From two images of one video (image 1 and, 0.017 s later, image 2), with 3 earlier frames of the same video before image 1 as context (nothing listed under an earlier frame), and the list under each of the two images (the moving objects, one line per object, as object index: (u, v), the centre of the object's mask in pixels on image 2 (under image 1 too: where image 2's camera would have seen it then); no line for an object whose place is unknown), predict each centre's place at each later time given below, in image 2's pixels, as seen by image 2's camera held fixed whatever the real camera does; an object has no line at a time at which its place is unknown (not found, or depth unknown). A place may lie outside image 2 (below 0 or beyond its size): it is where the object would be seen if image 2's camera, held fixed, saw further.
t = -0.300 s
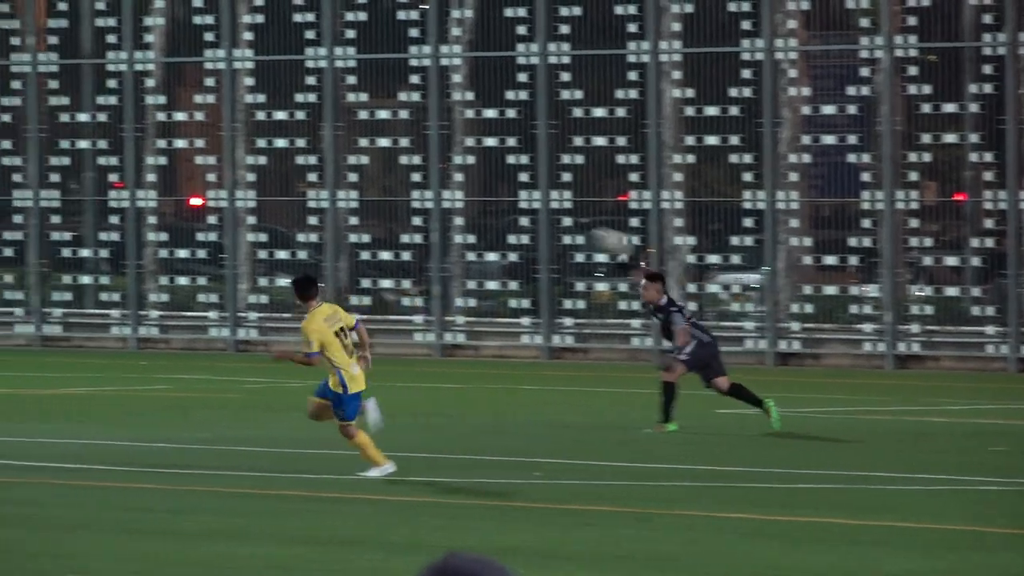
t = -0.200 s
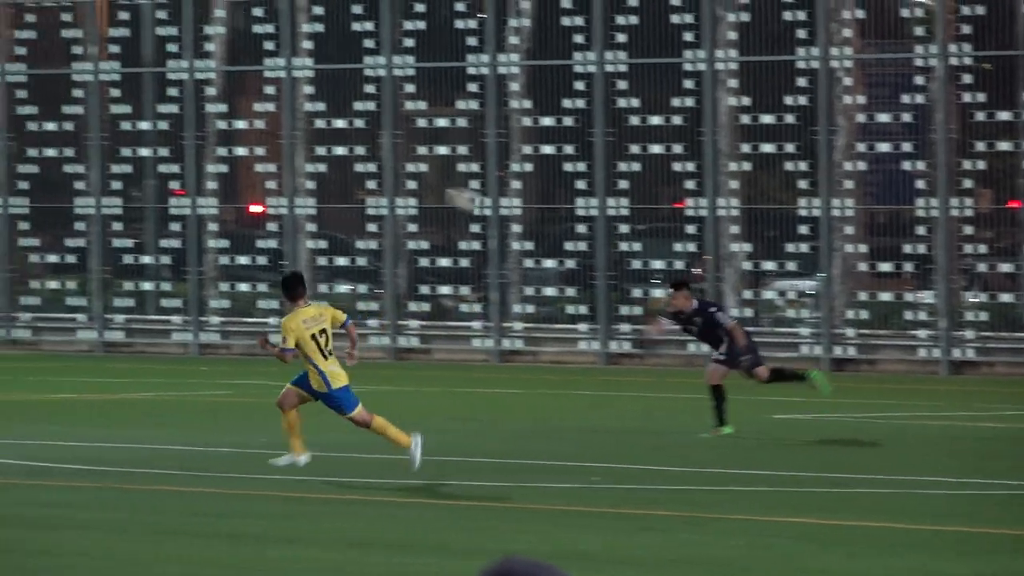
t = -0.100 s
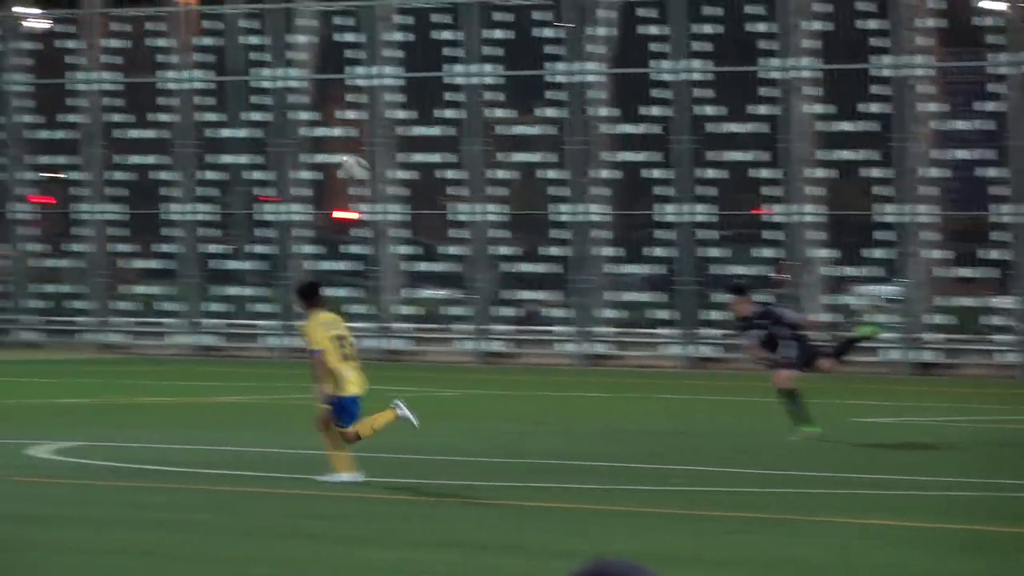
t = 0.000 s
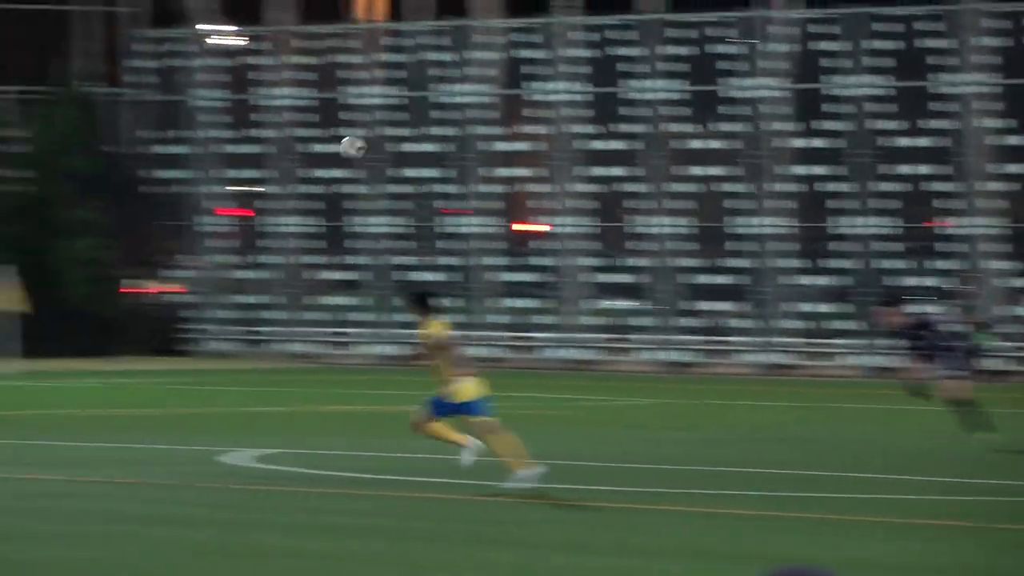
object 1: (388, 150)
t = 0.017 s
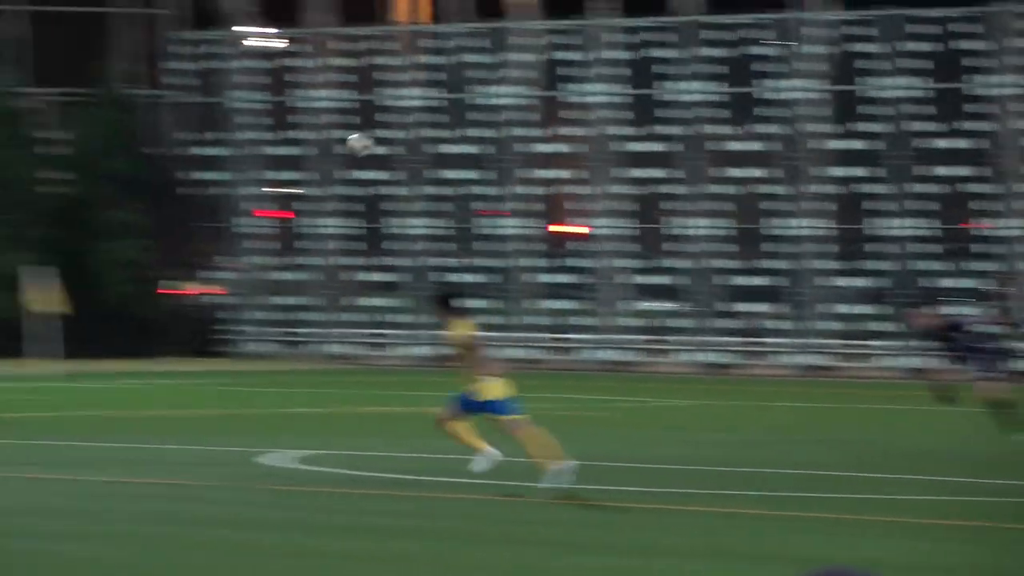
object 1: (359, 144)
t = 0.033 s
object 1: (332, 139)
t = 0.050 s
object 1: (305, 133)
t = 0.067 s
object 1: (278, 128)
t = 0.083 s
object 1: (250, 123)
